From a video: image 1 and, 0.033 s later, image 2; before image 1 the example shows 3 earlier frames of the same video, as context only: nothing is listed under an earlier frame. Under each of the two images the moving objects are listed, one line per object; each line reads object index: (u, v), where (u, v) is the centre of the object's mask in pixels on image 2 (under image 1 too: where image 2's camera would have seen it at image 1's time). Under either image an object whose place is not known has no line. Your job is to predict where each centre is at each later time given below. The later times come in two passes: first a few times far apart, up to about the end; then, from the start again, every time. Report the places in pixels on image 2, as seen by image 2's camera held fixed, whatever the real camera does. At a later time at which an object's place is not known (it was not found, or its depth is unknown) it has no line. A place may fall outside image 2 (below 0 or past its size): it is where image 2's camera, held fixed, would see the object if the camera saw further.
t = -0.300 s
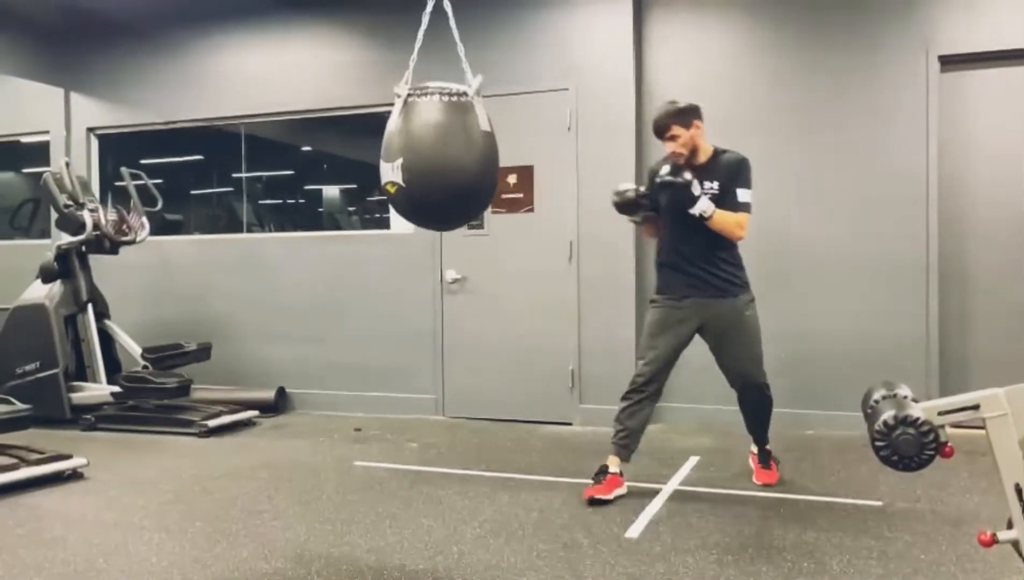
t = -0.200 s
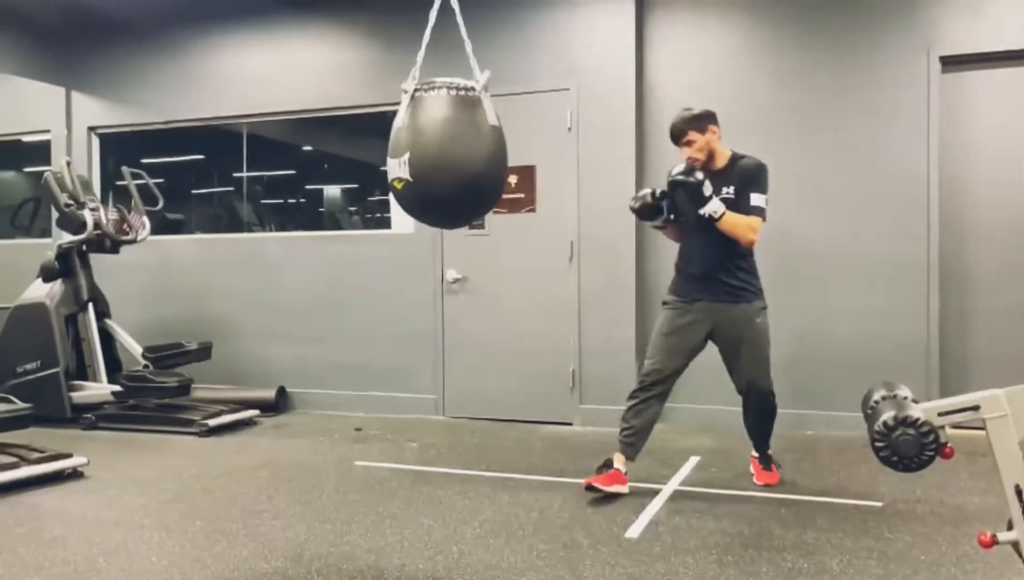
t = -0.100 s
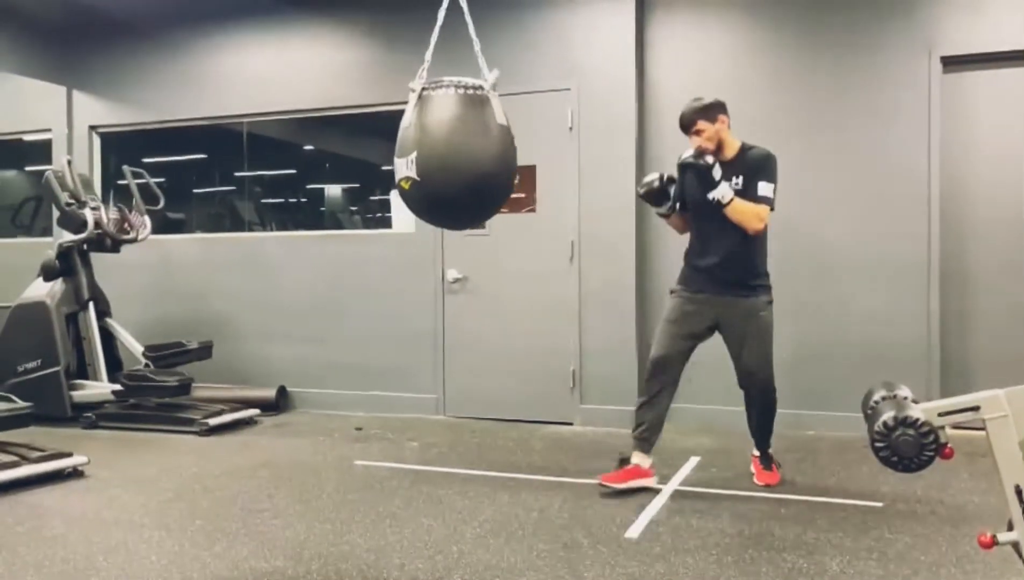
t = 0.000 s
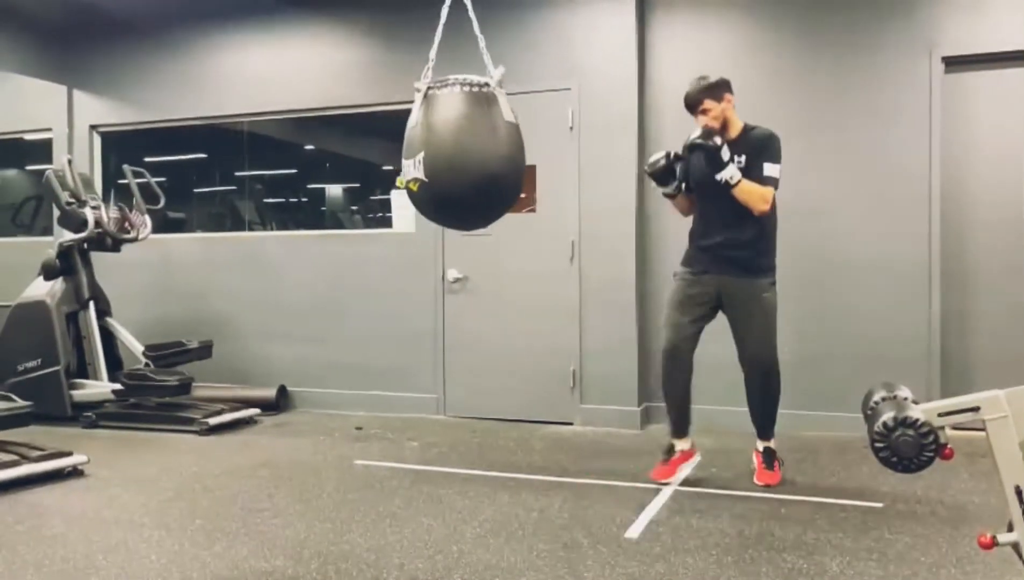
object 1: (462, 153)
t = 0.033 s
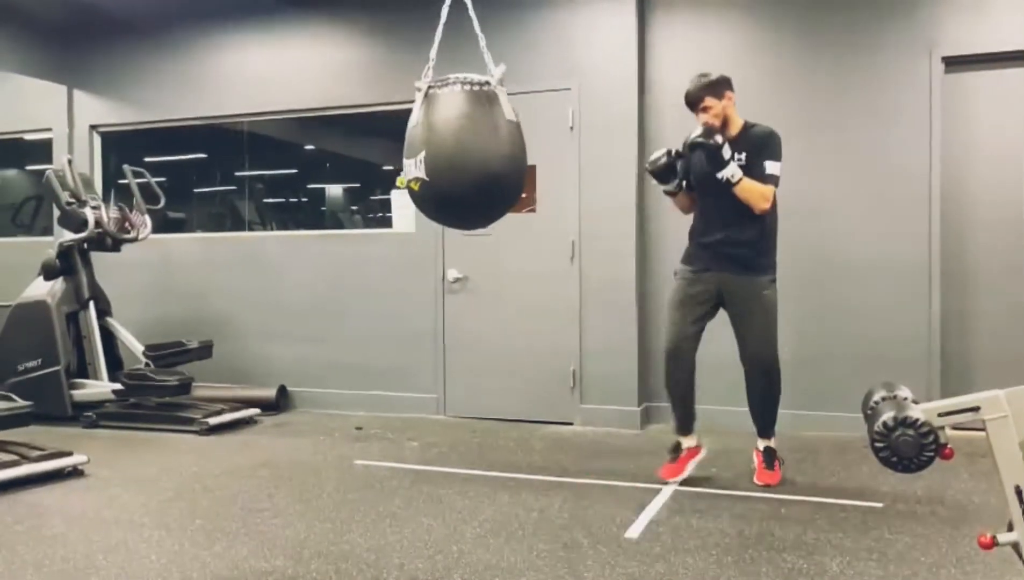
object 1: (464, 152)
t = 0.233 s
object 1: (477, 145)
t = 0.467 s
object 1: (484, 139)
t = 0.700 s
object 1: (483, 140)
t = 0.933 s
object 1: (473, 140)
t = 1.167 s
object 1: (457, 146)
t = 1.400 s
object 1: (439, 154)
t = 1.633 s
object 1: (425, 153)
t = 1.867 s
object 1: (419, 155)
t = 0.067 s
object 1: (466, 151)
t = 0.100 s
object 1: (469, 148)
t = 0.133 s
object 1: (471, 146)
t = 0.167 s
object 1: (473, 146)
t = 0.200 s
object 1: (475, 145)
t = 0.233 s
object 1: (477, 145)
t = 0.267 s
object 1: (479, 145)
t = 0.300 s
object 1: (479, 145)
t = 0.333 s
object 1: (481, 145)
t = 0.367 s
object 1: (482, 144)
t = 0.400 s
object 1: (483, 142)
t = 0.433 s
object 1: (483, 141)
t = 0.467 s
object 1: (484, 139)
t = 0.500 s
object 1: (484, 138)
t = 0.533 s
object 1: (484, 138)
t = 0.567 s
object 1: (484, 138)
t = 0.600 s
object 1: (484, 138)
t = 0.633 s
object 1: (484, 139)
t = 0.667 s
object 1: (484, 139)
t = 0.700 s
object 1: (483, 140)
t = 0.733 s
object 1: (482, 139)
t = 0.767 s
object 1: (481, 139)
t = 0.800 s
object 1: (480, 138)
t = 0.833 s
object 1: (478, 138)
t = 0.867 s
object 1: (476, 138)
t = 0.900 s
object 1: (475, 139)
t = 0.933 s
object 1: (473, 140)
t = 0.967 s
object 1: (471, 142)
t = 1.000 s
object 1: (468, 144)
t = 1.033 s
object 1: (467, 144)
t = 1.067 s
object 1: (464, 145)
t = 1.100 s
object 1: (462, 146)
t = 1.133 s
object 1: (460, 146)
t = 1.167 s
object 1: (457, 146)
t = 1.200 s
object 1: (454, 146)
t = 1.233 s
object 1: (451, 147)
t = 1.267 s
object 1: (449, 148)
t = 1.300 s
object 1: (446, 149)
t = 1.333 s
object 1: (443, 152)
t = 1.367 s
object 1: (442, 152)
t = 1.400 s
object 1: (439, 154)
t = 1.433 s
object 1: (436, 154)
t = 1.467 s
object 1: (434, 154)
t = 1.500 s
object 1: (432, 154)
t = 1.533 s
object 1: (430, 153)
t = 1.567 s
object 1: (428, 152)
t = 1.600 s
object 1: (426, 153)
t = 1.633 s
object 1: (425, 153)
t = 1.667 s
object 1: (424, 155)
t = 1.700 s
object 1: (420, 156)
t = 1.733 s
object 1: (421, 157)
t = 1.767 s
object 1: (421, 157)
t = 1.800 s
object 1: (420, 157)
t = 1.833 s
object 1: (419, 156)
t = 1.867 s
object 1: (419, 155)
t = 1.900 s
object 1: (418, 155)
